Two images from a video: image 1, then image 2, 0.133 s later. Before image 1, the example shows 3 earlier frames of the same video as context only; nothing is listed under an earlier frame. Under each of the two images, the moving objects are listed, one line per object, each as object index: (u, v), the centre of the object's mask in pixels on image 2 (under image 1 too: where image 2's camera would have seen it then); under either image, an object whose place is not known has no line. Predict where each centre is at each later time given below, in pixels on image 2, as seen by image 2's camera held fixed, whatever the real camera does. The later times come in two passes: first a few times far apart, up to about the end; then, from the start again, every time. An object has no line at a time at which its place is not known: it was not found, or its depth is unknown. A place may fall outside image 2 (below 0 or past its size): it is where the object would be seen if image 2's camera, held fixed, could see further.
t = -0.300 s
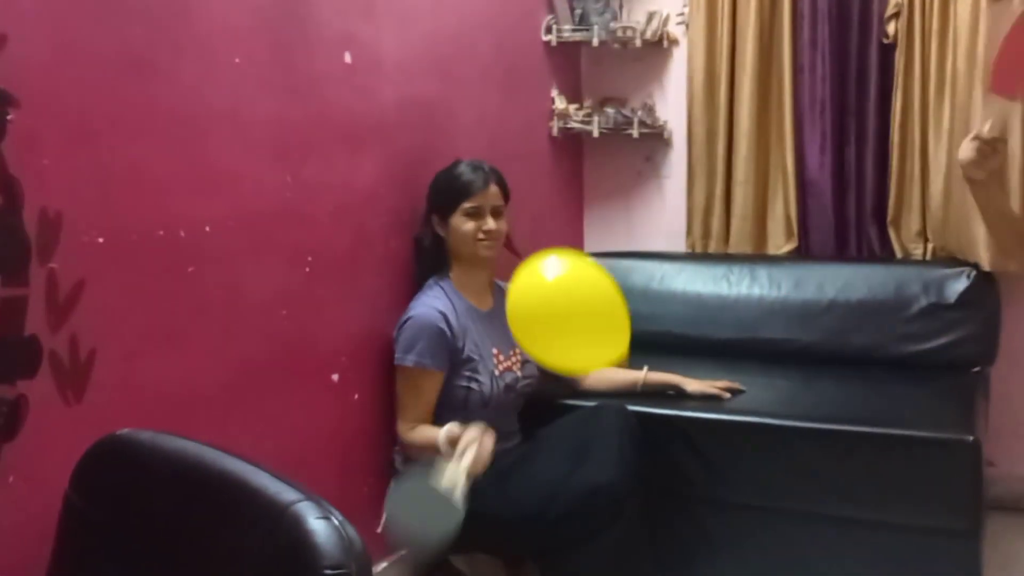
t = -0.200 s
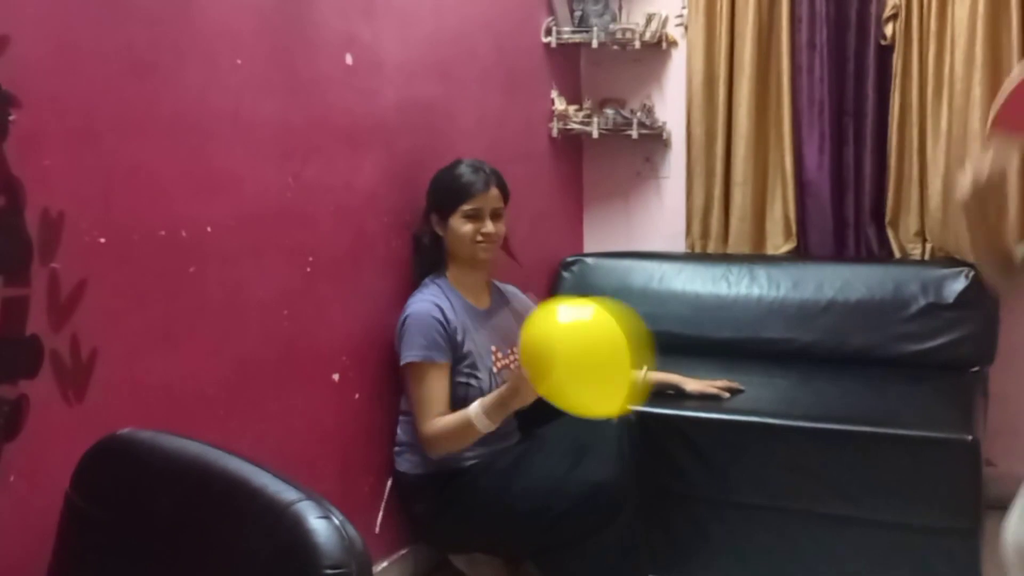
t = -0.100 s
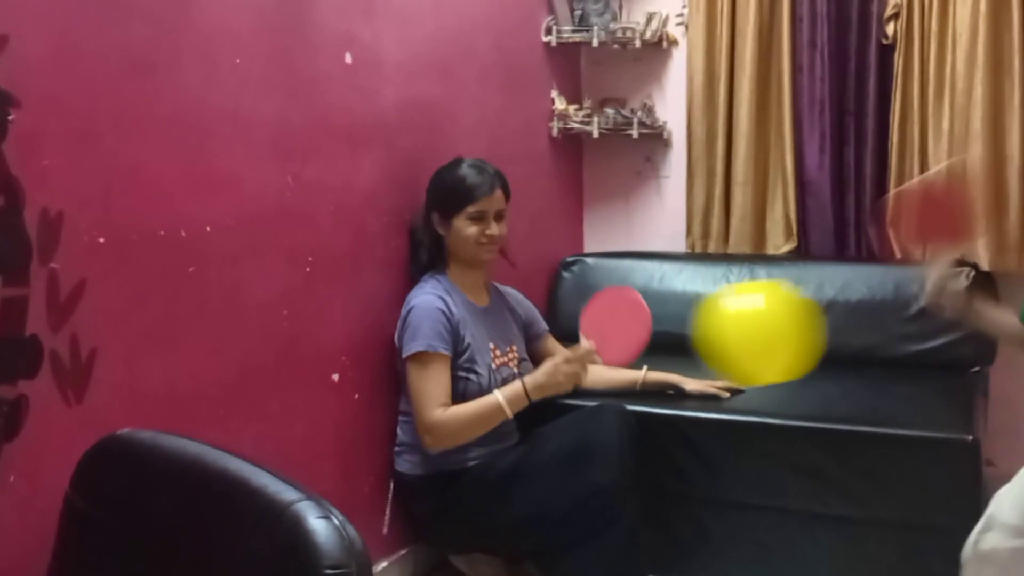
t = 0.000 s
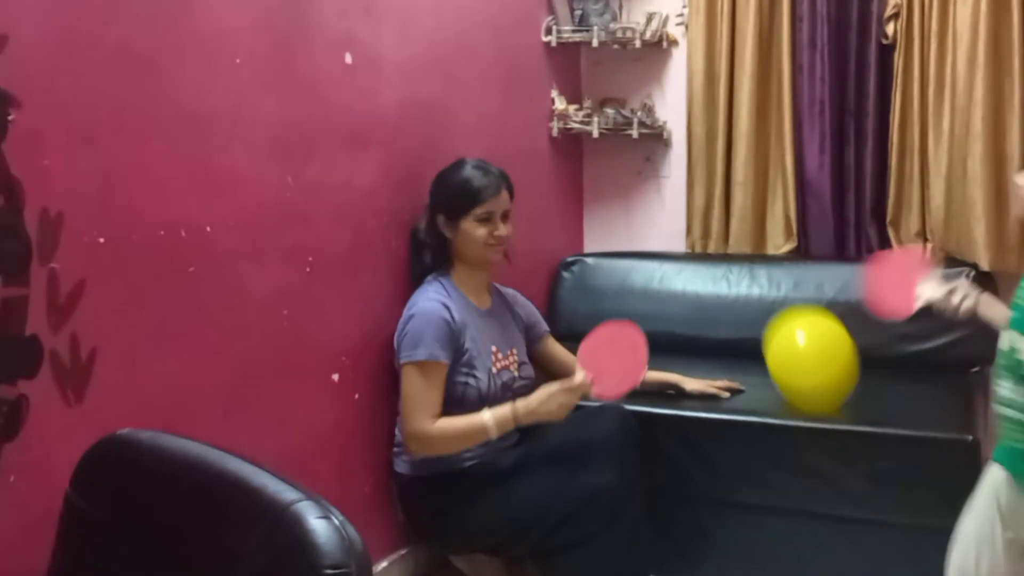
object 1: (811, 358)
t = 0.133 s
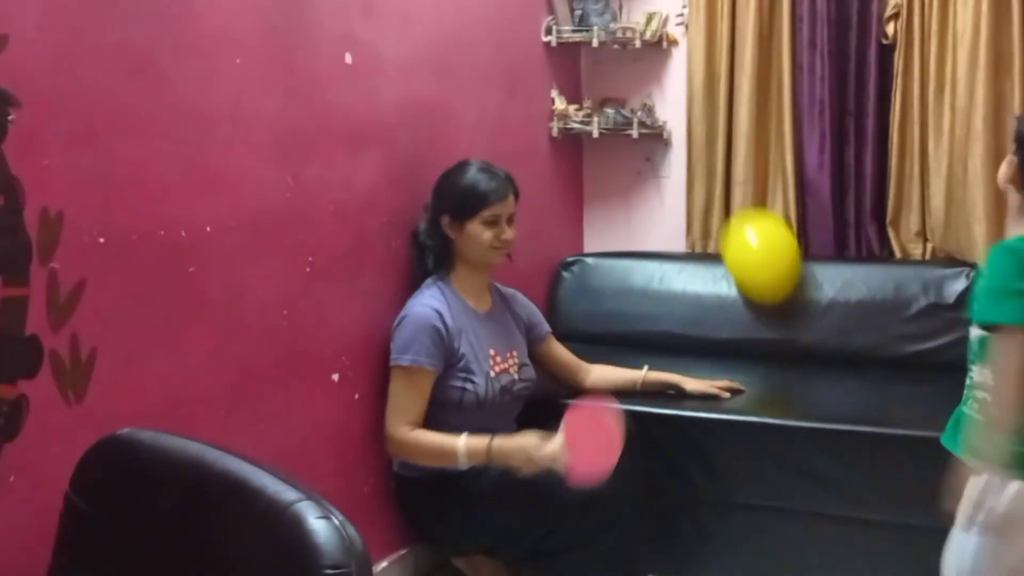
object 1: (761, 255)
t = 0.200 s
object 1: (734, 199)
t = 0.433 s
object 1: (651, 79)
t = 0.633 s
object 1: (606, 43)
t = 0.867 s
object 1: (589, 40)
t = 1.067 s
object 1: (578, 63)
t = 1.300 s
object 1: (570, 129)
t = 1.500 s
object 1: (563, 212)
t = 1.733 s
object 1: (557, 327)
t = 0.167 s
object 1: (749, 228)
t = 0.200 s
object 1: (734, 199)
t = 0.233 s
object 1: (724, 176)
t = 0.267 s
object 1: (713, 157)
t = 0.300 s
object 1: (700, 138)
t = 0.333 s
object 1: (686, 118)
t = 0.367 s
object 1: (674, 102)
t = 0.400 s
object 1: (662, 90)
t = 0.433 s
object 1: (651, 79)
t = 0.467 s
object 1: (641, 69)
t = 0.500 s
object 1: (633, 61)
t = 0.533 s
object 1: (624, 56)
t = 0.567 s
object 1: (615, 51)
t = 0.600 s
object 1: (609, 46)
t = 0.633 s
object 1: (606, 43)
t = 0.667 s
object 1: (603, 40)
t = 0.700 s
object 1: (601, 39)
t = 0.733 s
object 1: (598, 38)
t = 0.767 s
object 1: (596, 38)
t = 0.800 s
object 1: (594, 38)
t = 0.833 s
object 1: (591, 39)
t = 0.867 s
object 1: (589, 40)
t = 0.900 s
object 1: (587, 42)
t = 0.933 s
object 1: (585, 45)
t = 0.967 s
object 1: (583, 48)
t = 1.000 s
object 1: (581, 52)
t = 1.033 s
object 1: (579, 57)
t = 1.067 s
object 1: (578, 63)
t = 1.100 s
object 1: (577, 70)
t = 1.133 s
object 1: (575, 78)
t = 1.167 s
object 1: (574, 87)
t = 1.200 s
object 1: (573, 96)
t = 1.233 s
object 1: (572, 106)
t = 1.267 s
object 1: (571, 117)
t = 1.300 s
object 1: (570, 129)
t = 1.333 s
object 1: (569, 142)
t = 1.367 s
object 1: (568, 154)
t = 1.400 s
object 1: (567, 169)
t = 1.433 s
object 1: (566, 183)
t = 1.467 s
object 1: (564, 198)
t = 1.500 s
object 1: (563, 212)
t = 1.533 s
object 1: (562, 228)
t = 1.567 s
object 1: (561, 244)
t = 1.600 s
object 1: (560, 260)
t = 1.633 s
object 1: (559, 277)
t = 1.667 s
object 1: (558, 293)
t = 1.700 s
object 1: (558, 310)
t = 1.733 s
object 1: (557, 327)
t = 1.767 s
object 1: (557, 344)
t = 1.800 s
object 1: (557, 360)
